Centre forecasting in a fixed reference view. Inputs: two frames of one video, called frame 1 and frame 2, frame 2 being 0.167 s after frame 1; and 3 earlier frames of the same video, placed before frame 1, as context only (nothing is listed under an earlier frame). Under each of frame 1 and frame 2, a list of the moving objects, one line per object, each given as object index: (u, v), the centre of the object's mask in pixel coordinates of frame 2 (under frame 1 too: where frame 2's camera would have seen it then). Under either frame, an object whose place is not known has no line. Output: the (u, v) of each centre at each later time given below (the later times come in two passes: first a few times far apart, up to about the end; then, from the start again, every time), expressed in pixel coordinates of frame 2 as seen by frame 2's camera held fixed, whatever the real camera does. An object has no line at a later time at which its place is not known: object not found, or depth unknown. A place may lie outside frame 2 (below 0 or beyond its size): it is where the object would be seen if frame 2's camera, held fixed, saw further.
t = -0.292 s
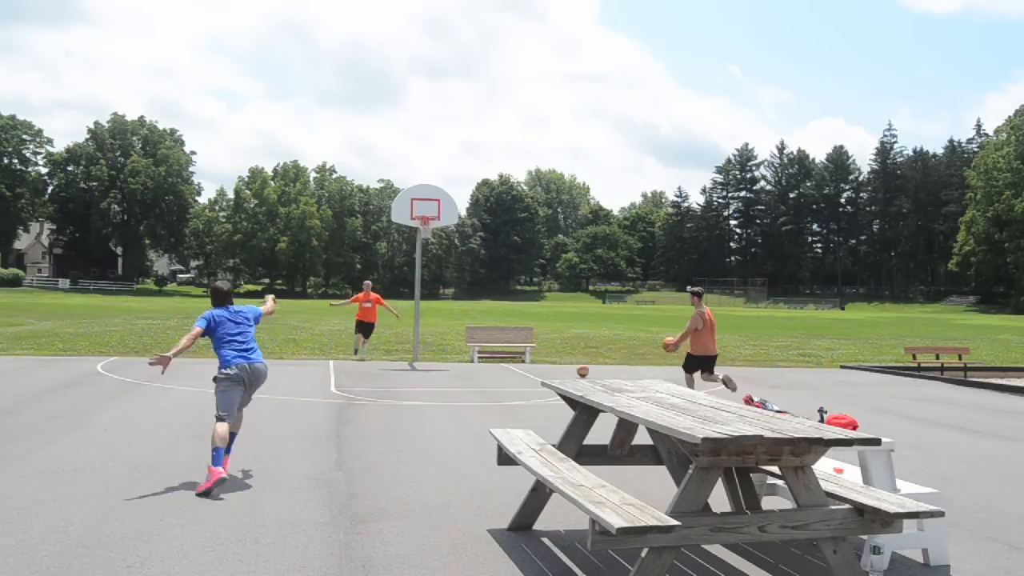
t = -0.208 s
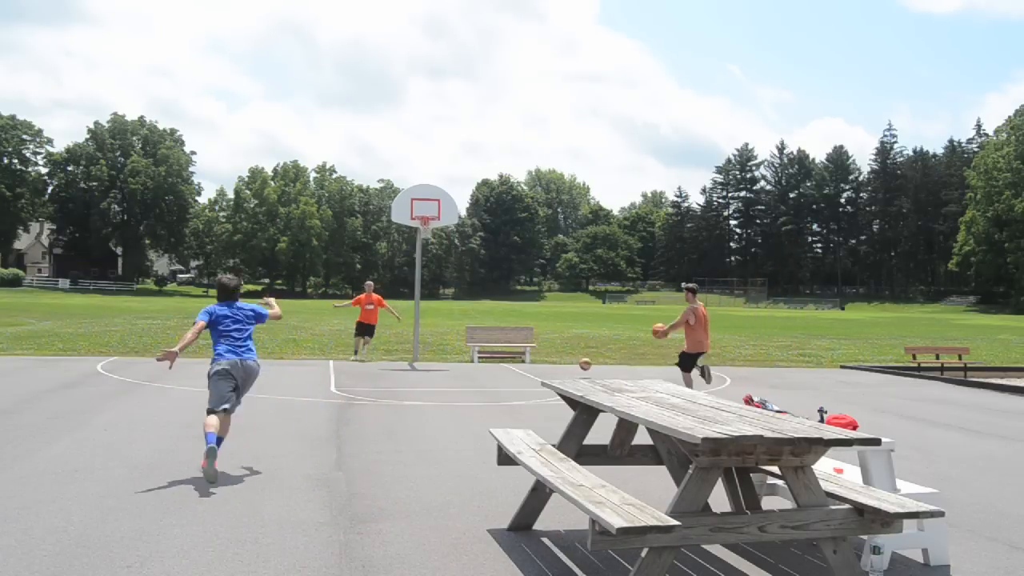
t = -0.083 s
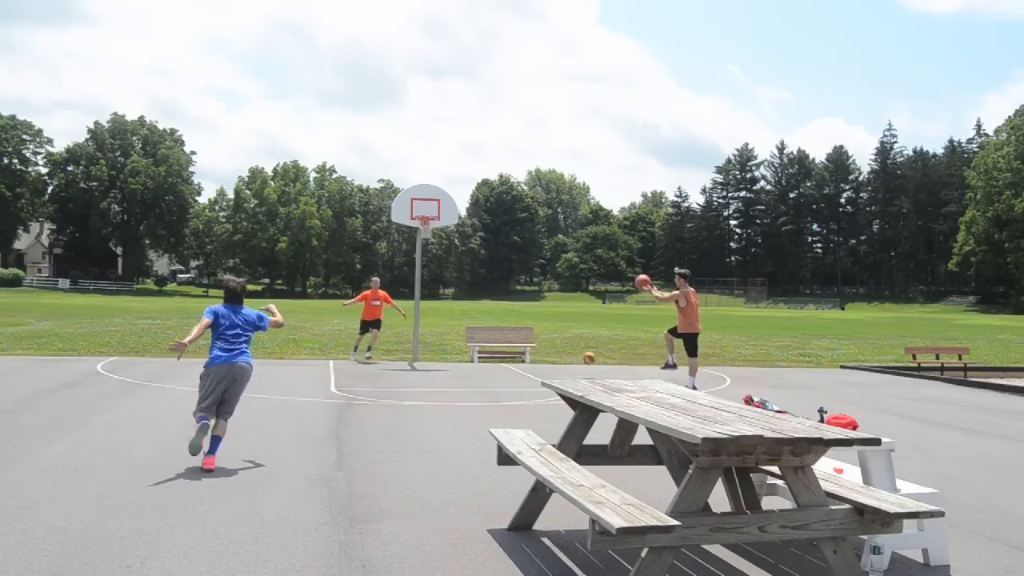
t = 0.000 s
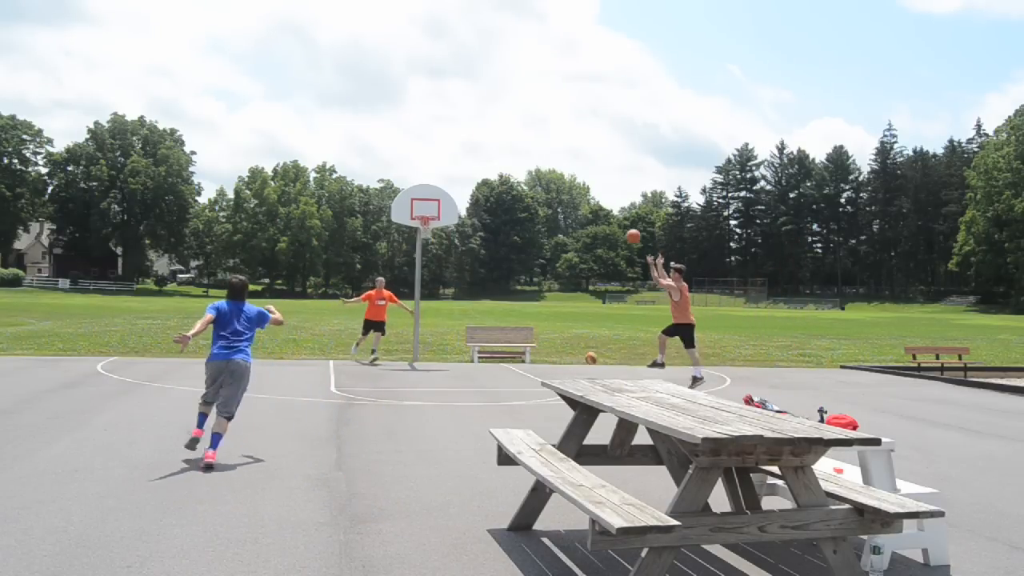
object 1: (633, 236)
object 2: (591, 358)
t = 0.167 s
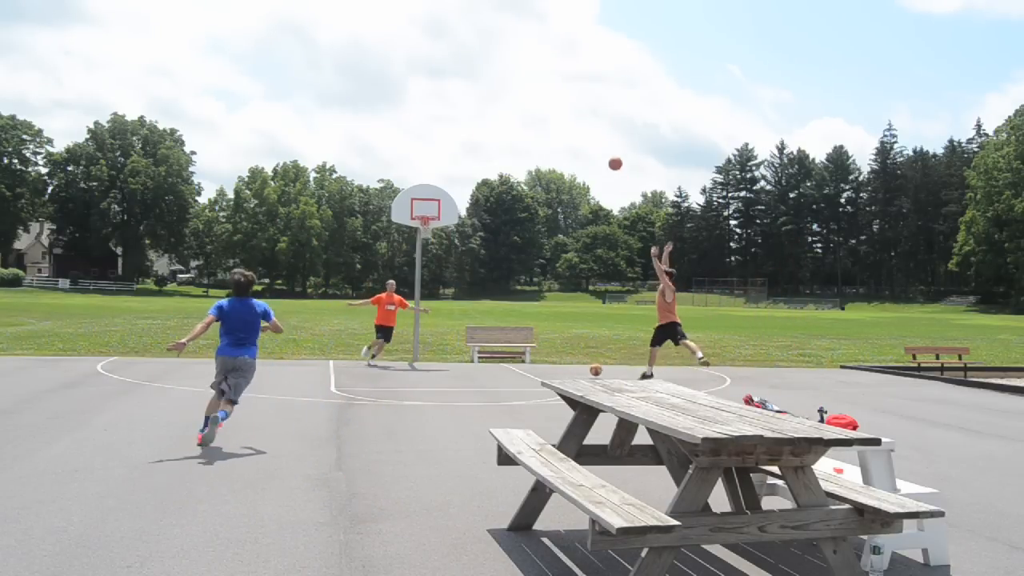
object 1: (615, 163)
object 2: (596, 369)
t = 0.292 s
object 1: (602, 122)
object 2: (599, 364)
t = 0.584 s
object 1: (576, 70)
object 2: (608, 371)
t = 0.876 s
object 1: (551, 68)
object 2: (617, 368)
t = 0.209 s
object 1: (610, 149)
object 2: (597, 371)
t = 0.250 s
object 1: (606, 135)
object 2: (598, 367)
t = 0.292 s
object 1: (602, 122)
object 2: (599, 364)
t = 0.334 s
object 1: (598, 112)
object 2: (601, 363)
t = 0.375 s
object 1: (594, 102)
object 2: (602, 362)
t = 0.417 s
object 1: (590, 93)
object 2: (604, 362)
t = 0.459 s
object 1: (587, 86)
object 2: (605, 363)
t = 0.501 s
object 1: (583, 80)
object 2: (606, 365)
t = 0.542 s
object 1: (579, 74)
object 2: (607, 367)
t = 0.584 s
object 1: (576, 70)
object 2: (608, 371)
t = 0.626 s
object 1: (572, 67)
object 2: (610, 371)
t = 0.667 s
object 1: (569, 65)
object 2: (611, 368)
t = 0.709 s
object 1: (565, 64)
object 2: (612, 366)
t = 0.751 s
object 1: (562, 63)
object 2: (613, 365)
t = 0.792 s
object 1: (558, 64)
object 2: (615, 365)
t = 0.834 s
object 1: (555, 66)
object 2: (616, 366)
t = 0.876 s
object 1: (551, 68)
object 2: (617, 368)
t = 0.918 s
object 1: (548, 72)
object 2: (618, 371)
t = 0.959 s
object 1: (545, 76)
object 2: (619, 374)
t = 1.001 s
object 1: (542, 81)
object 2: (620, 371)
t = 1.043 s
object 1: (538, 87)
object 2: (622, 369)
